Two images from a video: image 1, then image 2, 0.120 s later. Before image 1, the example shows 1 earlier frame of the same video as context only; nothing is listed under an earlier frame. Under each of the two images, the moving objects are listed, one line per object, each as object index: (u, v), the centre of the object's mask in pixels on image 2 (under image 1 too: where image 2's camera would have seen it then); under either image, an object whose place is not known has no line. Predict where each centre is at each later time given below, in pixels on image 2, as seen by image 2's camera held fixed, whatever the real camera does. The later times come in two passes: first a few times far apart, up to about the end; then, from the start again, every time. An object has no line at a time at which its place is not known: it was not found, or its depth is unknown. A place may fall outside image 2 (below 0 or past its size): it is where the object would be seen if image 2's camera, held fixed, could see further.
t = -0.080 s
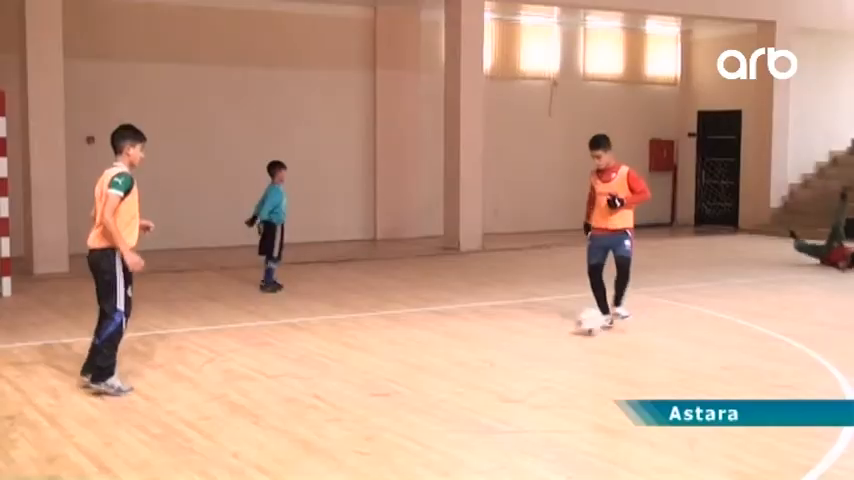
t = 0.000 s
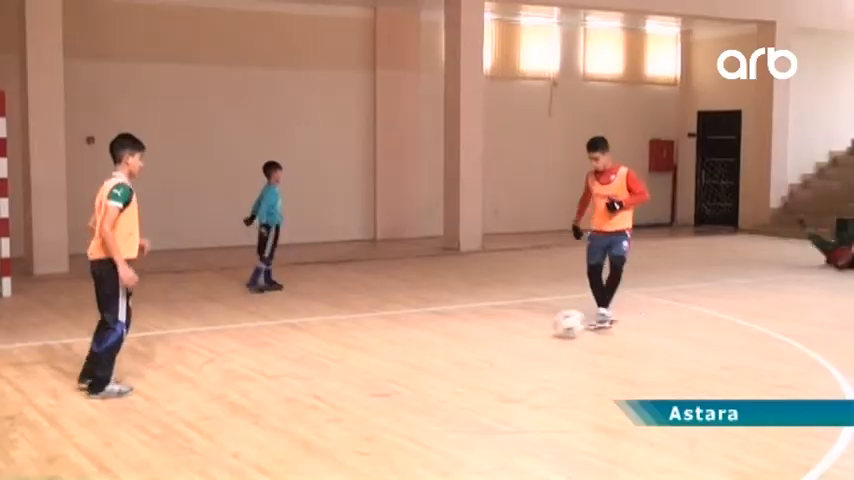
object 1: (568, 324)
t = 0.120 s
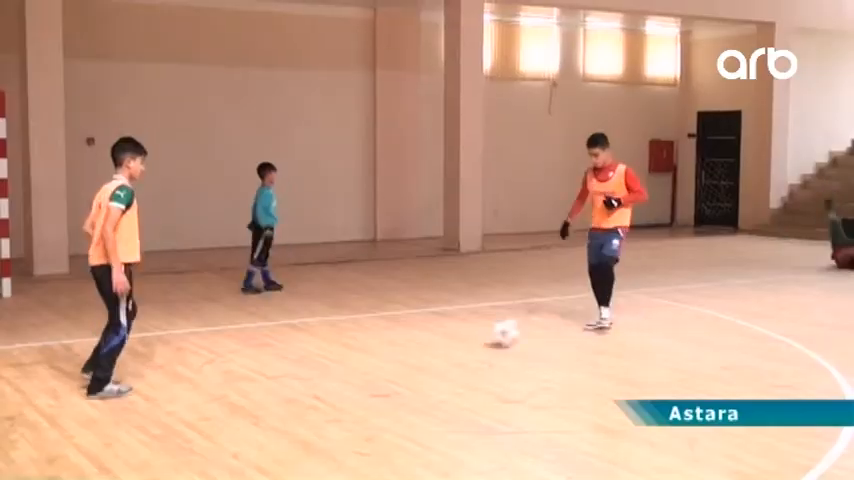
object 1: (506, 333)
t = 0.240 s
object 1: (442, 340)
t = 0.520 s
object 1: (315, 358)
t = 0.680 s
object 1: (240, 368)
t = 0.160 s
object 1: (483, 337)
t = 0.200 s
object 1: (462, 338)
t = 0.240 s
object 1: (442, 340)
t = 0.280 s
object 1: (423, 344)
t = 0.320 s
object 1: (403, 348)
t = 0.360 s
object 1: (383, 349)
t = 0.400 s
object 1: (368, 352)
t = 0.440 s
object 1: (350, 353)
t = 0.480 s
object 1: (332, 355)
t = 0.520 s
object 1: (315, 358)
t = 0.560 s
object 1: (296, 360)
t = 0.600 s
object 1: (278, 362)
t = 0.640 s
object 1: (260, 364)
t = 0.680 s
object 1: (240, 368)
